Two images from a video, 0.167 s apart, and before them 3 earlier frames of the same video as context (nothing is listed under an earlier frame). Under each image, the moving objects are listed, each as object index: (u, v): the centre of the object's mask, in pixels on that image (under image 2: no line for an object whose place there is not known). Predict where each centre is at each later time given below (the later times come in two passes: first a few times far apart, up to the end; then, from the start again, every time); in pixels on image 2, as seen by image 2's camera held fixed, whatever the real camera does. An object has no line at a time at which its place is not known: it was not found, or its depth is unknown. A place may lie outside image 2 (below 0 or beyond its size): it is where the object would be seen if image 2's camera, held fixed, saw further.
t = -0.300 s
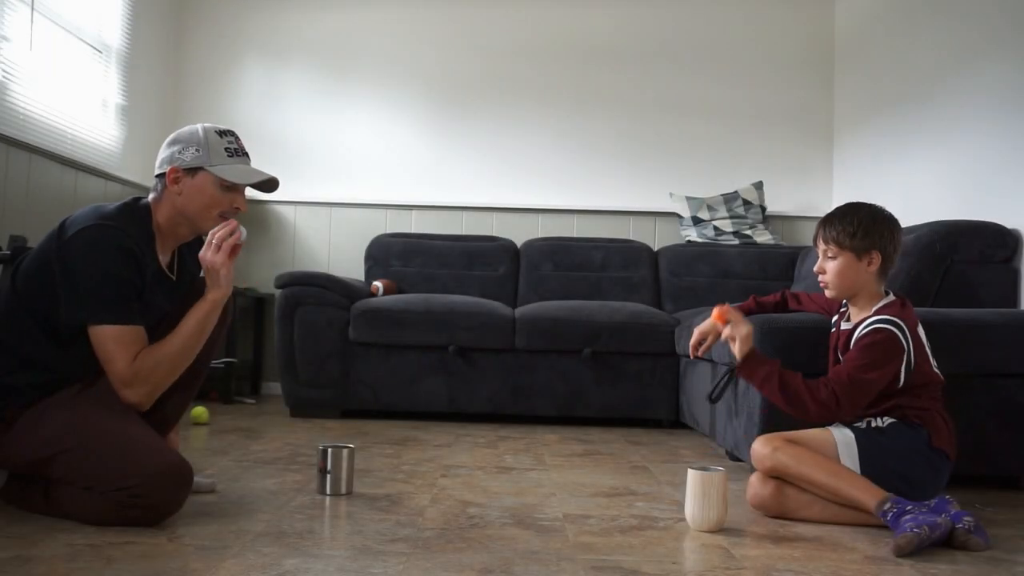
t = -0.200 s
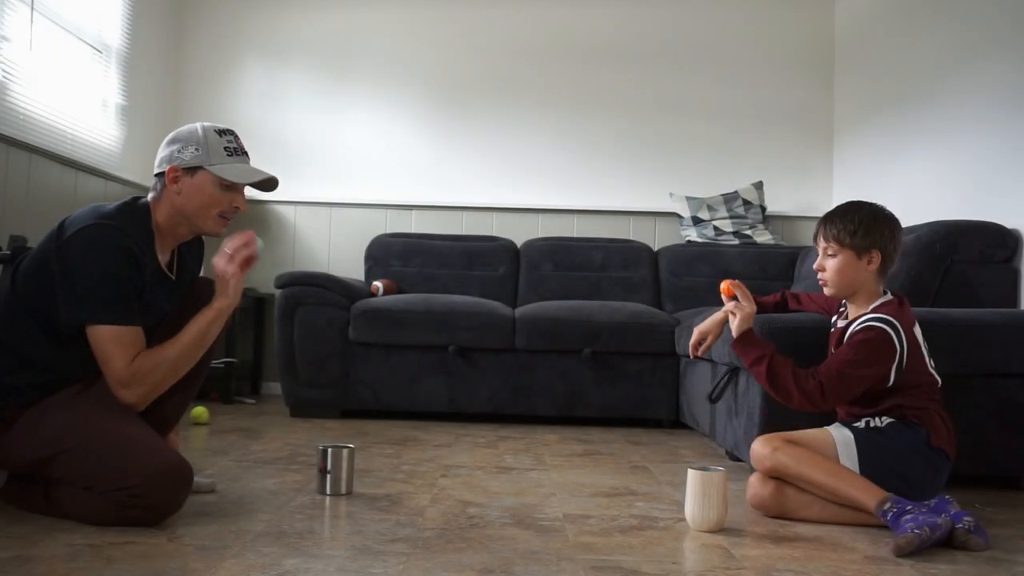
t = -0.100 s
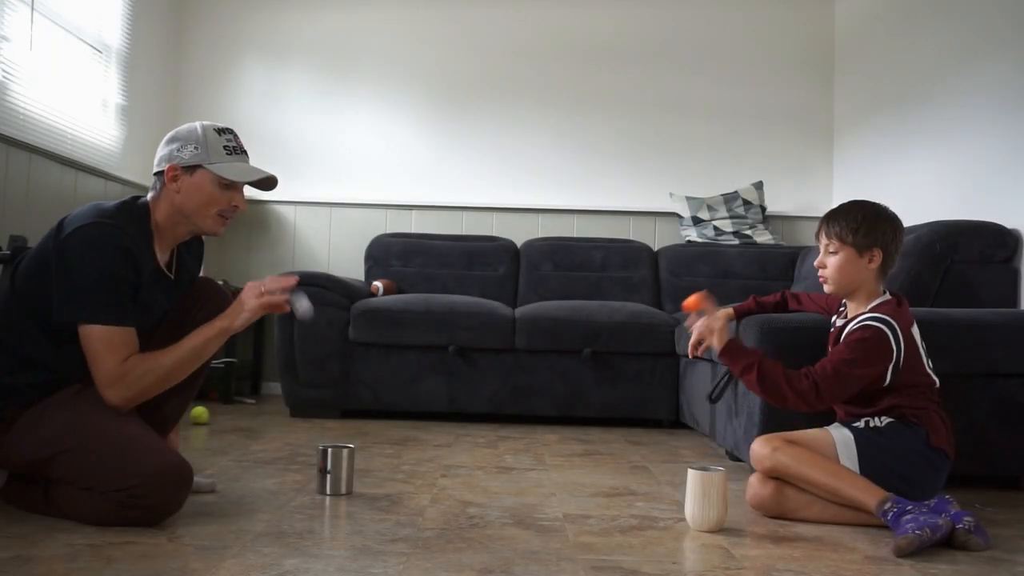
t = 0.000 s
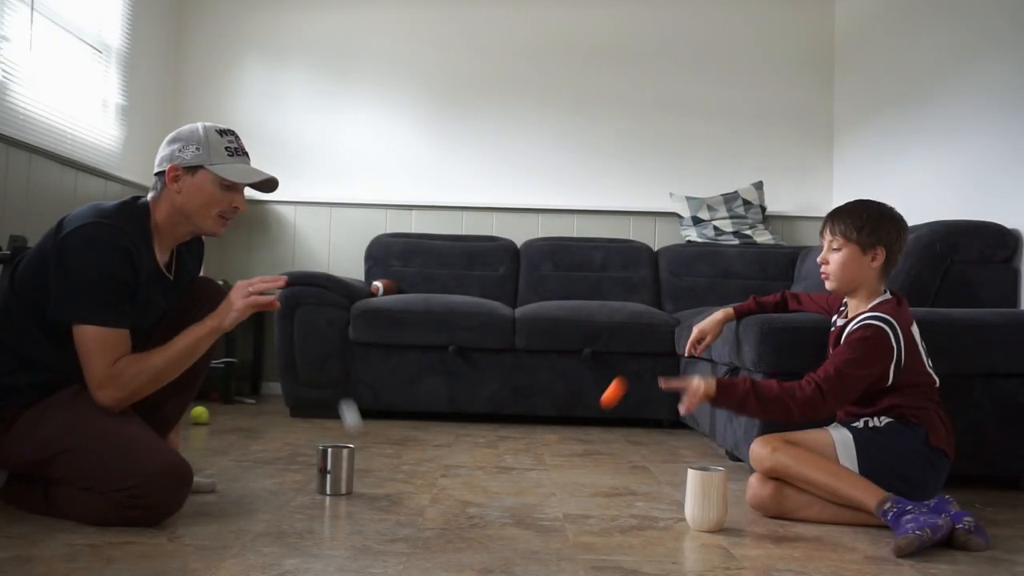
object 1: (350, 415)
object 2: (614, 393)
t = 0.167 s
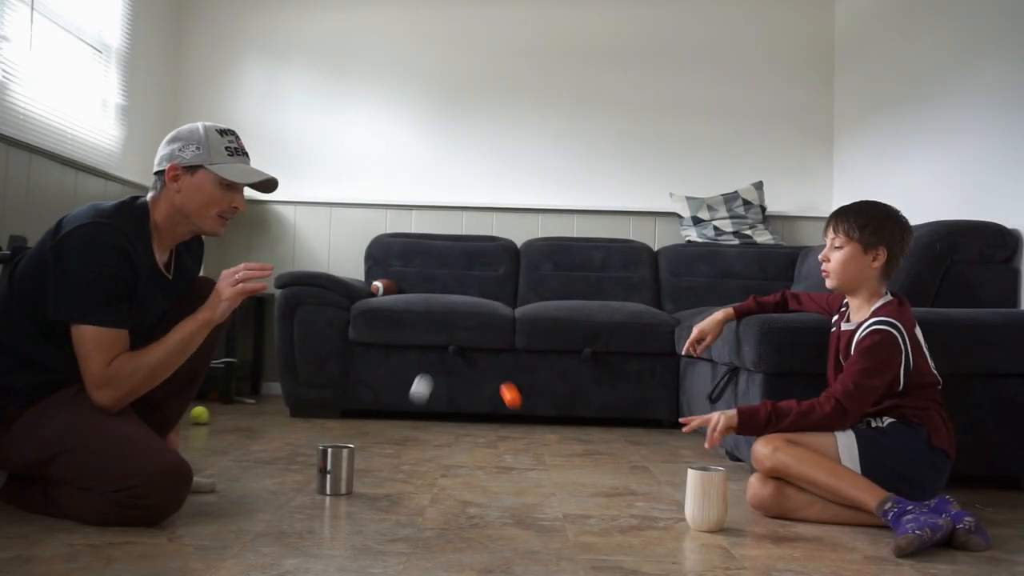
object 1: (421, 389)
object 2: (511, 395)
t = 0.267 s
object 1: (457, 320)
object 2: (466, 333)
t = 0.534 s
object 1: (545, 364)
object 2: (330, 352)
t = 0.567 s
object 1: (554, 393)
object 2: (311, 375)
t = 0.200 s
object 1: (434, 361)
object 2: (495, 369)
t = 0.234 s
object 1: (445, 339)
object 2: (480, 347)
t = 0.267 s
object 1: (457, 320)
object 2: (466, 333)
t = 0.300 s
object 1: (469, 309)
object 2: (448, 317)
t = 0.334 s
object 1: (480, 301)
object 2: (433, 309)
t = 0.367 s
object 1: (492, 299)
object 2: (416, 304)
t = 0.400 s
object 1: (502, 301)
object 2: (399, 305)
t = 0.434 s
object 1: (513, 309)
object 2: (382, 310)
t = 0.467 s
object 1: (523, 321)
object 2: (365, 319)
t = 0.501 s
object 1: (534, 340)
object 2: (347, 333)
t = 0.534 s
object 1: (545, 364)
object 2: (330, 352)
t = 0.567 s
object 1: (554, 393)
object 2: (311, 375)
